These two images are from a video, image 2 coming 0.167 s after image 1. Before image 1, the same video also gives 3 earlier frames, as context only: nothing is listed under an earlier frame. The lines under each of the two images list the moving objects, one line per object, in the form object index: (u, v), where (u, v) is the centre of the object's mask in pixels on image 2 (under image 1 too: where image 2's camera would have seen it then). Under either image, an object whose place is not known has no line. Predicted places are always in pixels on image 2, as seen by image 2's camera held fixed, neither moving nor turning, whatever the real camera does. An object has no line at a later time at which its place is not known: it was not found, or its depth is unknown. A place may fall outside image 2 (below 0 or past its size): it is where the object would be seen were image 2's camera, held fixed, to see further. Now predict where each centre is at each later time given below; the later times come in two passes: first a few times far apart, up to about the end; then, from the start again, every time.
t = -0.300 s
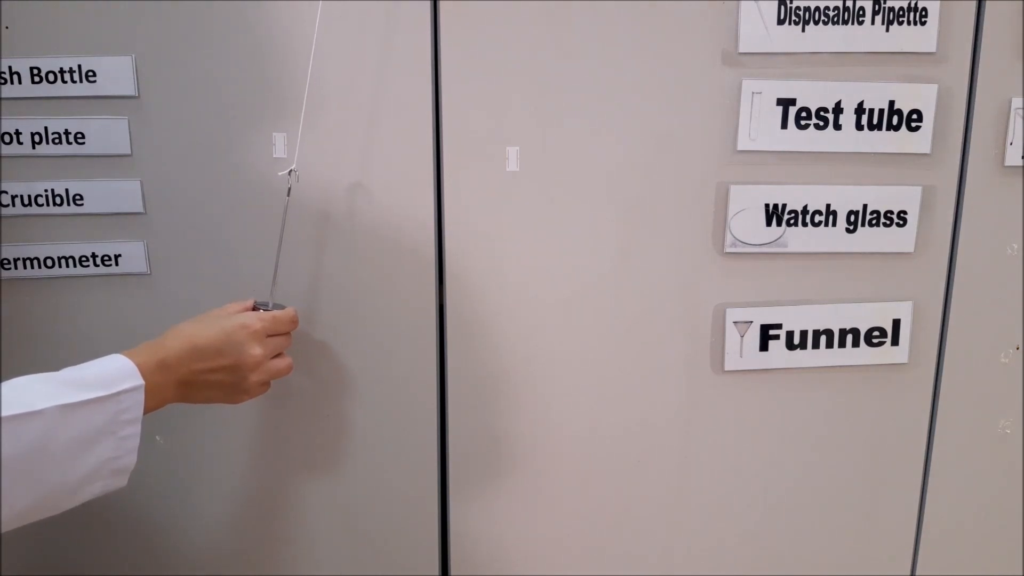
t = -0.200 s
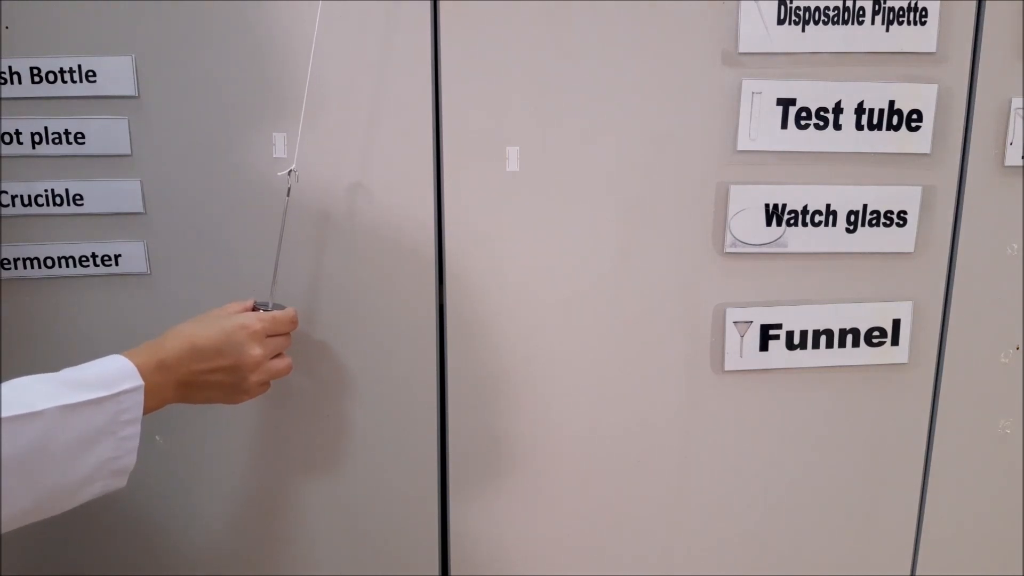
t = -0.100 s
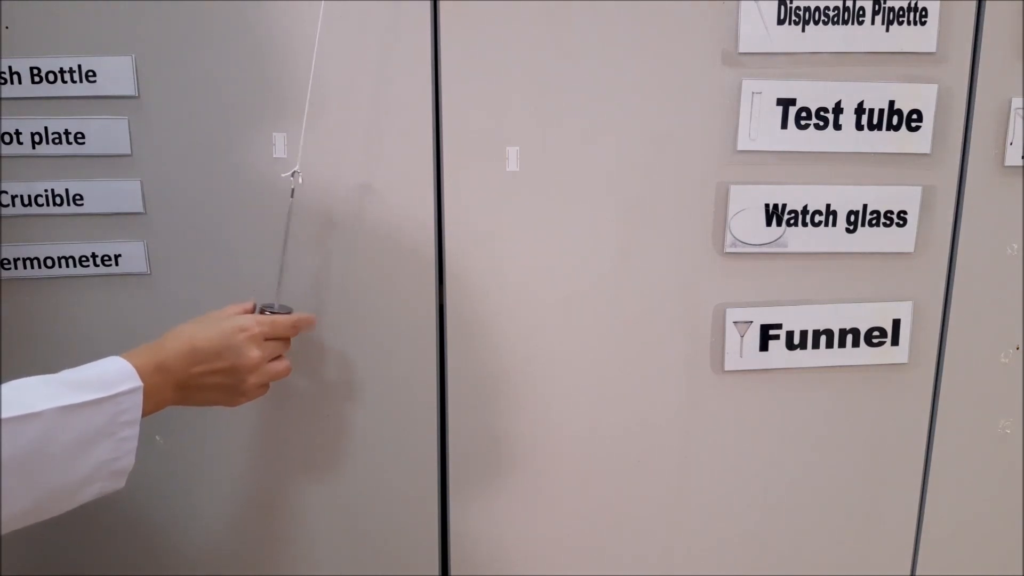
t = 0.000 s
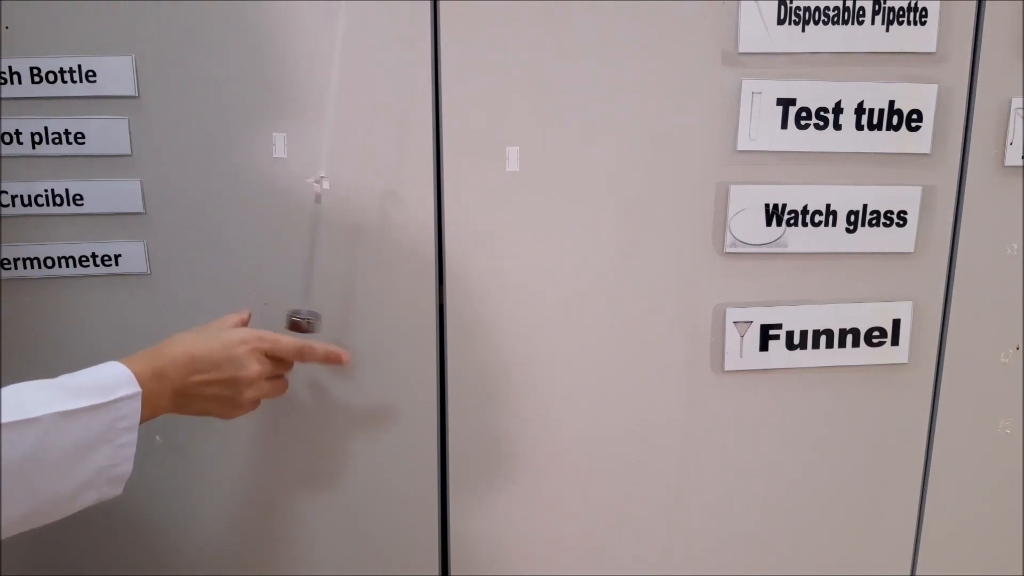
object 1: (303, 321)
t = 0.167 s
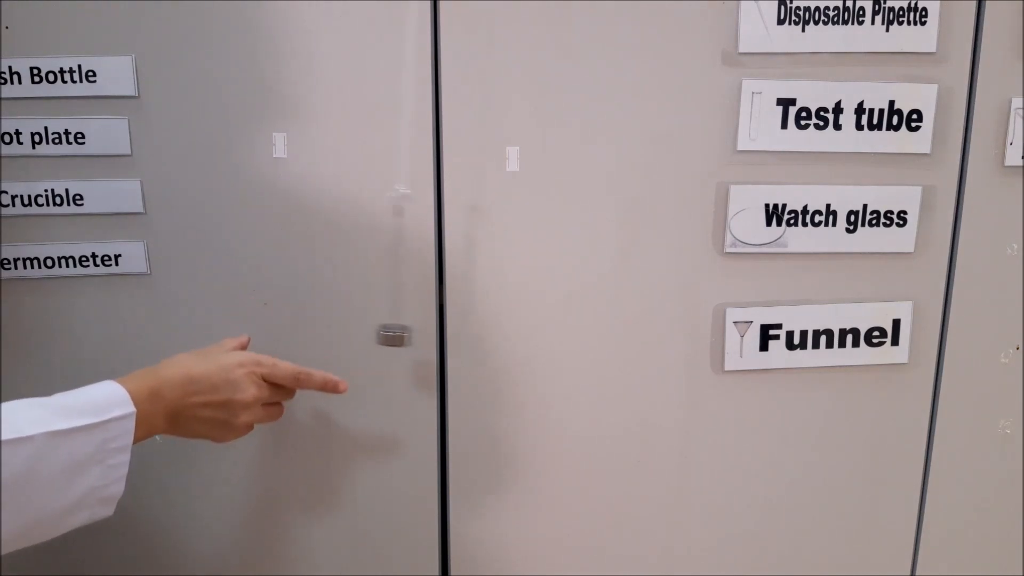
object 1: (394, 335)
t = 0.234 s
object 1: (441, 340)
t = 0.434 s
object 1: (592, 341)
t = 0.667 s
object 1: (731, 325)
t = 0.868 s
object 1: (763, 320)
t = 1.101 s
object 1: (681, 333)
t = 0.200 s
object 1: (417, 337)
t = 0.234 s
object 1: (441, 340)
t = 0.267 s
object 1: (466, 341)
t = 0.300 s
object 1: (491, 342)
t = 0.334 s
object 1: (517, 343)
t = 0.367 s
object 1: (542, 343)
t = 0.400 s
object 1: (567, 342)
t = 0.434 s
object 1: (592, 341)
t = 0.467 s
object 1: (617, 340)
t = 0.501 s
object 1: (639, 338)
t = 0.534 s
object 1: (661, 336)
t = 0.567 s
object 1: (682, 333)
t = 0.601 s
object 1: (700, 331)
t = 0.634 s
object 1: (716, 329)
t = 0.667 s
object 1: (731, 325)
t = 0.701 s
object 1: (743, 323)
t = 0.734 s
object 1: (751, 322)
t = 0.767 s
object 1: (759, 320)
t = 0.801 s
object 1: (763, 320)
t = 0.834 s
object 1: (764, 320)
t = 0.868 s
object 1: (763, 320)
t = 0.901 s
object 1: (759, 321)
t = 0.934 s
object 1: (751, 322)
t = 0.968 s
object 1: (742, 324)
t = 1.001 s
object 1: (732, 326)
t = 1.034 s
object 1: (716, 329)
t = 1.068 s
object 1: (698, 331)
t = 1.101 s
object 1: (681, 333)
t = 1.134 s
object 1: (660, 336)
